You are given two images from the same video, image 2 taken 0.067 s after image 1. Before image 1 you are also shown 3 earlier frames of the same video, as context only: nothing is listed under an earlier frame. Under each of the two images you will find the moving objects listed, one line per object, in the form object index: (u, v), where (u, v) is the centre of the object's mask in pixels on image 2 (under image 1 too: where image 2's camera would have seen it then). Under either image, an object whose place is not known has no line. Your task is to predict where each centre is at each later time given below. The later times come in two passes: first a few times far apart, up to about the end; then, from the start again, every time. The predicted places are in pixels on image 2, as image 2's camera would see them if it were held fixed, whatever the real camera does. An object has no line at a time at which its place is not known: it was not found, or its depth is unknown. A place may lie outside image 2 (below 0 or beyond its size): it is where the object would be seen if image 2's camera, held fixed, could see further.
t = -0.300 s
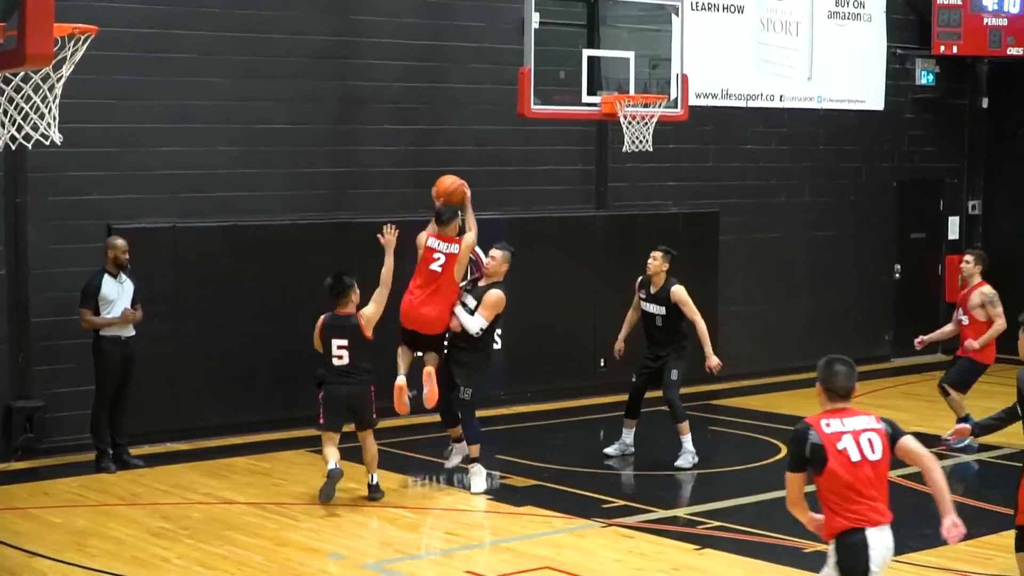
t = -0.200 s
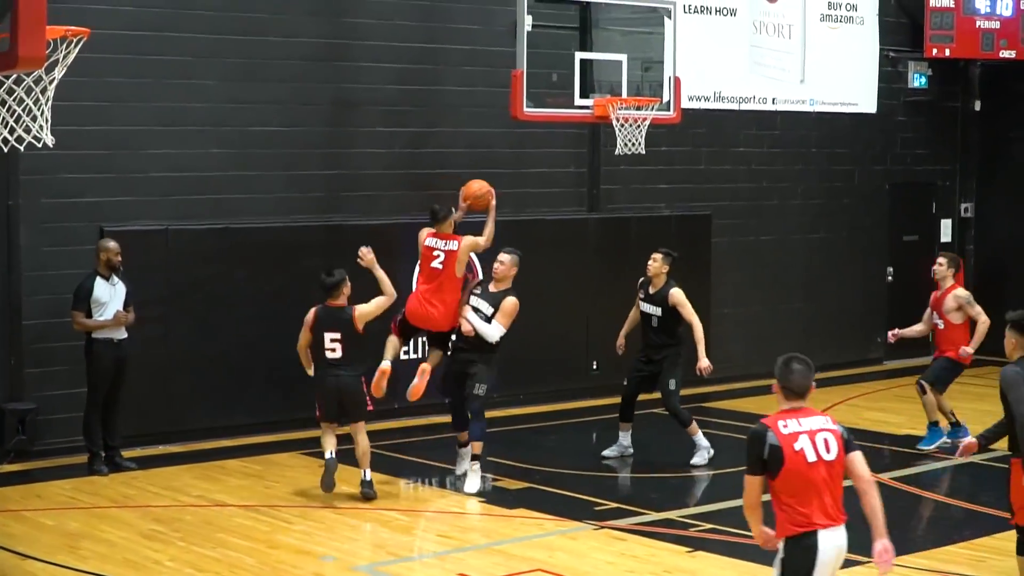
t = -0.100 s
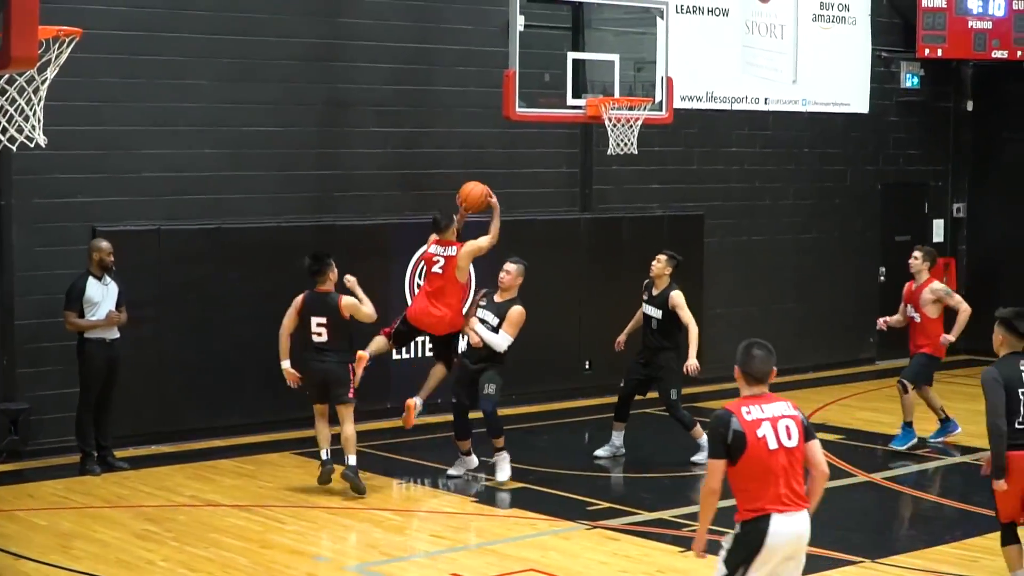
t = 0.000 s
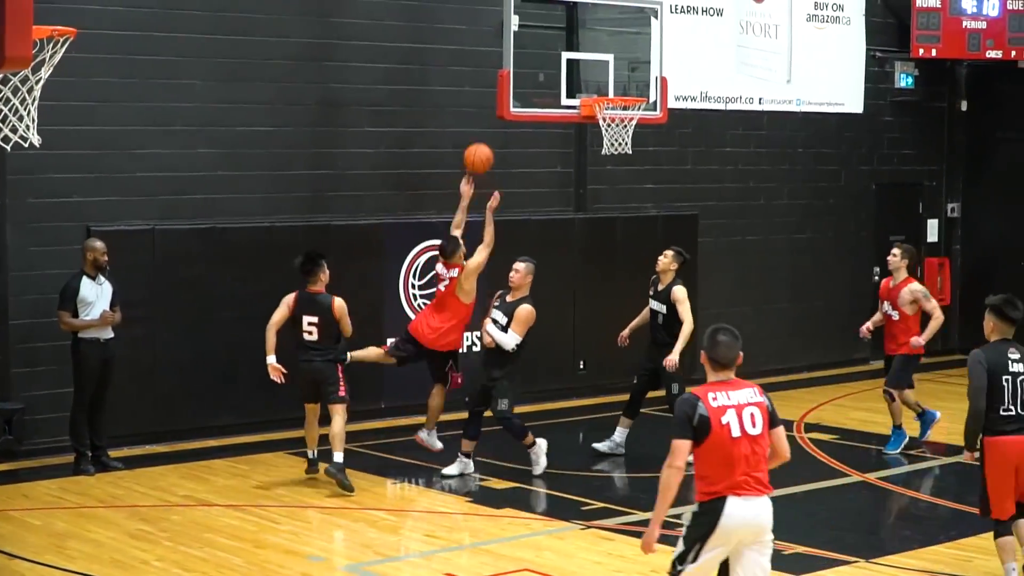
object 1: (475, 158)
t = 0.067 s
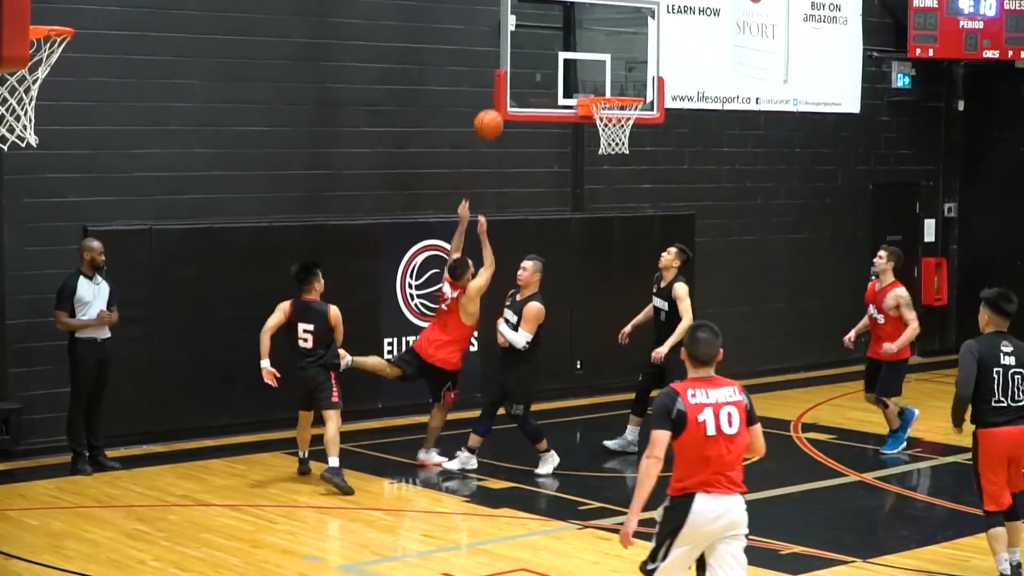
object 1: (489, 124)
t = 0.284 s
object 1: (530, 55)
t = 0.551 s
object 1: (593, 67)
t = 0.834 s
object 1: (623, 107)
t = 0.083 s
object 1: (491, 117)
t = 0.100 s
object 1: (495, 110)
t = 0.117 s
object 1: (499, 103)
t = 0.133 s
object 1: (501, 96)
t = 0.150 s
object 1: (505, 90)
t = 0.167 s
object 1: (508, 84)
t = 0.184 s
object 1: (512, 79)
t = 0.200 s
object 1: (514, 74)
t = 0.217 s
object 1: (518, 70)
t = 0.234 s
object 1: (521, 65)
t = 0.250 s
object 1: (524, 61)
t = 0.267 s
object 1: (527, 58)
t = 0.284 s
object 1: (530, 55)
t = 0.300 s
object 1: (533, 51)
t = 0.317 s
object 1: (536, 49)
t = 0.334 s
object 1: (540, 49)
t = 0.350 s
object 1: (544, 48)
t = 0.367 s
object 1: (548, 47)
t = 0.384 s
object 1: (552, 48)
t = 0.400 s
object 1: (556, 48)
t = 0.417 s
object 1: (560, 49)
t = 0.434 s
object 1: (564, 50)
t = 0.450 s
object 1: (569, 52)
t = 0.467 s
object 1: (573, 54)
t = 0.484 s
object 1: (577, 56)
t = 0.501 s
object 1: (581, 58)
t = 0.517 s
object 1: (585, 61)
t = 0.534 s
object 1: (589, 63)
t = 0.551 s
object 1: (593, 67)
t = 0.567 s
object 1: (598, 71)
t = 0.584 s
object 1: (602, 74)
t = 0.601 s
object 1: (606, 79)
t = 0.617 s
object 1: (610, 83)
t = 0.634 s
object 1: (614, 86)
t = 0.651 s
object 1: (615, 86)
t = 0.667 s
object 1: (615, 86)
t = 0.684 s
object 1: (616, 86)
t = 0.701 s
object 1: (617, 87)
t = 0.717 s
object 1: (618, 87)
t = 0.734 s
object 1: (619, 88)
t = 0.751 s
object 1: (620, 89)
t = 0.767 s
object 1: (621, 90)
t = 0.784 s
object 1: (622, 91)
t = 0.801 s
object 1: (622, 100)
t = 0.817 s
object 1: (623, 103)
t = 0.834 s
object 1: (623, 107)
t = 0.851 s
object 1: (625, 110)
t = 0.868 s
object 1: (625, 111)
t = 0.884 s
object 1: (625, 112)
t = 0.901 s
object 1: (627, 115)
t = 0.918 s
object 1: (627, 120)
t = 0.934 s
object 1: (627, 120)
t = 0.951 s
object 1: (627, 121)
